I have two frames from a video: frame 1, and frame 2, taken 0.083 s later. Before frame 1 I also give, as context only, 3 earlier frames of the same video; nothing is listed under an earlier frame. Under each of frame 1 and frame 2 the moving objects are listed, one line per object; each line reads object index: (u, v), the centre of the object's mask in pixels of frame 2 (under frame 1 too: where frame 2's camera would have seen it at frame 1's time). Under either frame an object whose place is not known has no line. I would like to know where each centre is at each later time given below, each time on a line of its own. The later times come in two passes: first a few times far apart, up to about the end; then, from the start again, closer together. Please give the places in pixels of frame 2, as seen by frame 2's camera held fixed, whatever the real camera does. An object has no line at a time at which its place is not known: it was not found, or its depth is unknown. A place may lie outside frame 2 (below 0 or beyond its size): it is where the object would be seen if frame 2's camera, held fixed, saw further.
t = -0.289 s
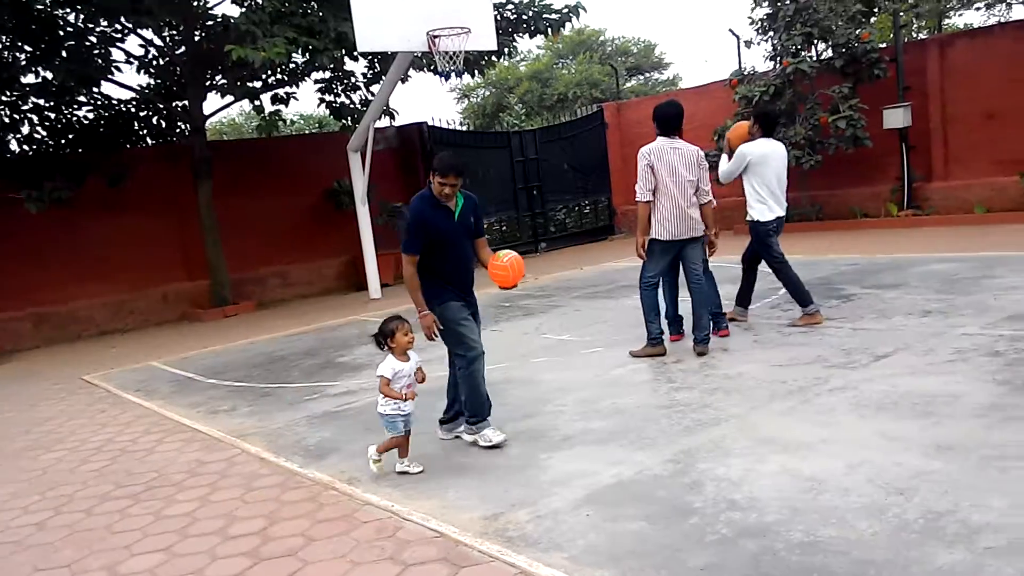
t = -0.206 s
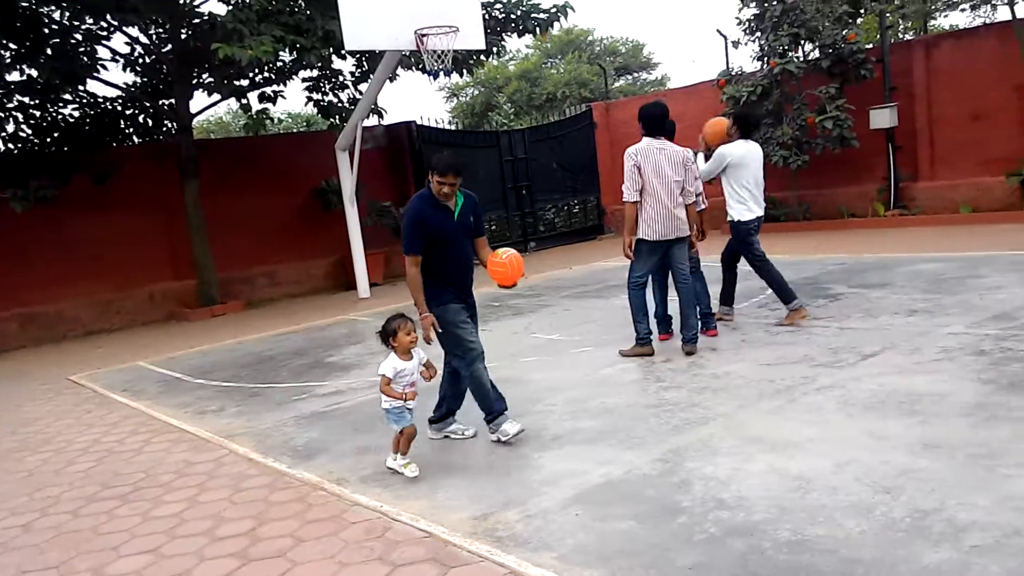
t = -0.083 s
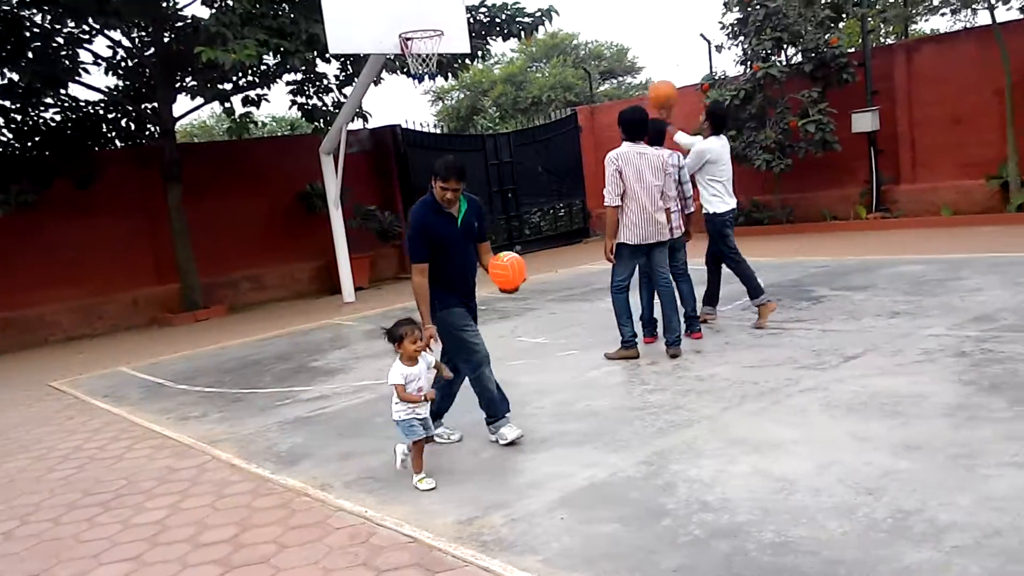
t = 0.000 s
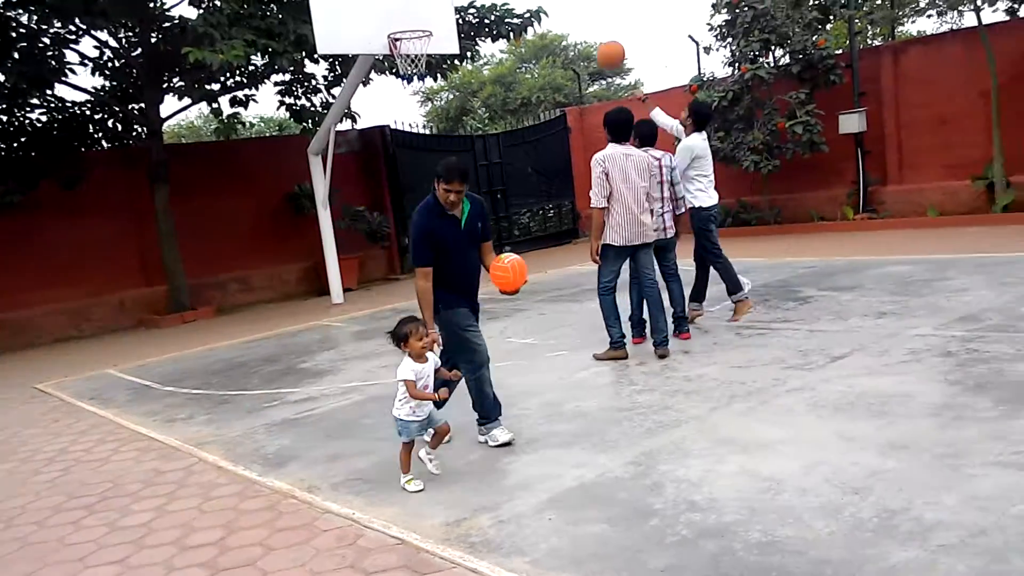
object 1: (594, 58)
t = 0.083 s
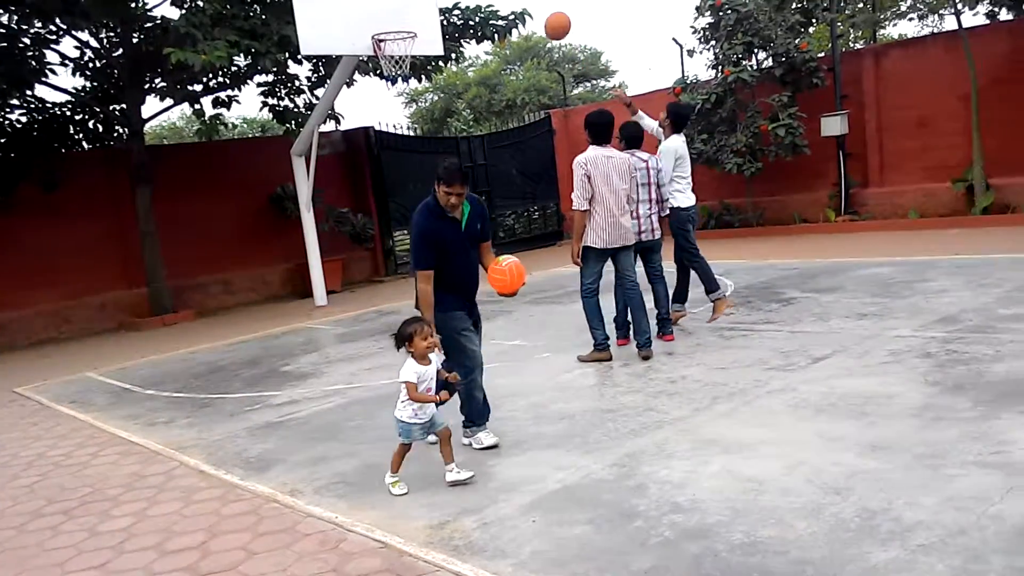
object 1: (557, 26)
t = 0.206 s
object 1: (505, 1)
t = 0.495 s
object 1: (408, 1)
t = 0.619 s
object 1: (375, 20)
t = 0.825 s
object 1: (371, 8)
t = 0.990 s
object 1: (392, 12)
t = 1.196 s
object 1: (425, 56)
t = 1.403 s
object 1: (465, 149)
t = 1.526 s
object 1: (494, 228)
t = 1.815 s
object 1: (519, 205)
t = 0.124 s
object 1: (540, 13)
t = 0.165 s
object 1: (522, 5)
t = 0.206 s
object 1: (505, 1)
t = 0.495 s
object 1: (408, 1)
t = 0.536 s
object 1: (396, 4)
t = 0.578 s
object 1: (385, 10)
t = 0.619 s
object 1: (375, 20)
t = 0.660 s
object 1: (367, 20)
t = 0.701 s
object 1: (361, 19)
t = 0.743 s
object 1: (361, 16)
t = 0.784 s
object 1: (366, 12)
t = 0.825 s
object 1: (371, 8)
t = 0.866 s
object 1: (376, 7)
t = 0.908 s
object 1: (381, 7)
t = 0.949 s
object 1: (386, 8)
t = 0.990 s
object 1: (392, 12)
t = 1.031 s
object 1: (399, 16)
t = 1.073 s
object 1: (406, 23)
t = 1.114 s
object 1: (412, 32)
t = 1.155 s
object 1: (418, 43)
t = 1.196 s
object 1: (425, 56)
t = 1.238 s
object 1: (432, 70)
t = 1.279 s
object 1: (440, 87)
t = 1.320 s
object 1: (447, 105)
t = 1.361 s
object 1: (456, 126)
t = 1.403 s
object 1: (465, 149)
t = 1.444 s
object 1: (475, 173)
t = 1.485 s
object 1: (485, 199)
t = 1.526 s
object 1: (494, 228)
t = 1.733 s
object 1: (522, 252)
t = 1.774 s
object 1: (521, 228)
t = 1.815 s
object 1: (519, 205)
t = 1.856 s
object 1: (519, 183)
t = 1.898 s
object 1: (518, 163)
